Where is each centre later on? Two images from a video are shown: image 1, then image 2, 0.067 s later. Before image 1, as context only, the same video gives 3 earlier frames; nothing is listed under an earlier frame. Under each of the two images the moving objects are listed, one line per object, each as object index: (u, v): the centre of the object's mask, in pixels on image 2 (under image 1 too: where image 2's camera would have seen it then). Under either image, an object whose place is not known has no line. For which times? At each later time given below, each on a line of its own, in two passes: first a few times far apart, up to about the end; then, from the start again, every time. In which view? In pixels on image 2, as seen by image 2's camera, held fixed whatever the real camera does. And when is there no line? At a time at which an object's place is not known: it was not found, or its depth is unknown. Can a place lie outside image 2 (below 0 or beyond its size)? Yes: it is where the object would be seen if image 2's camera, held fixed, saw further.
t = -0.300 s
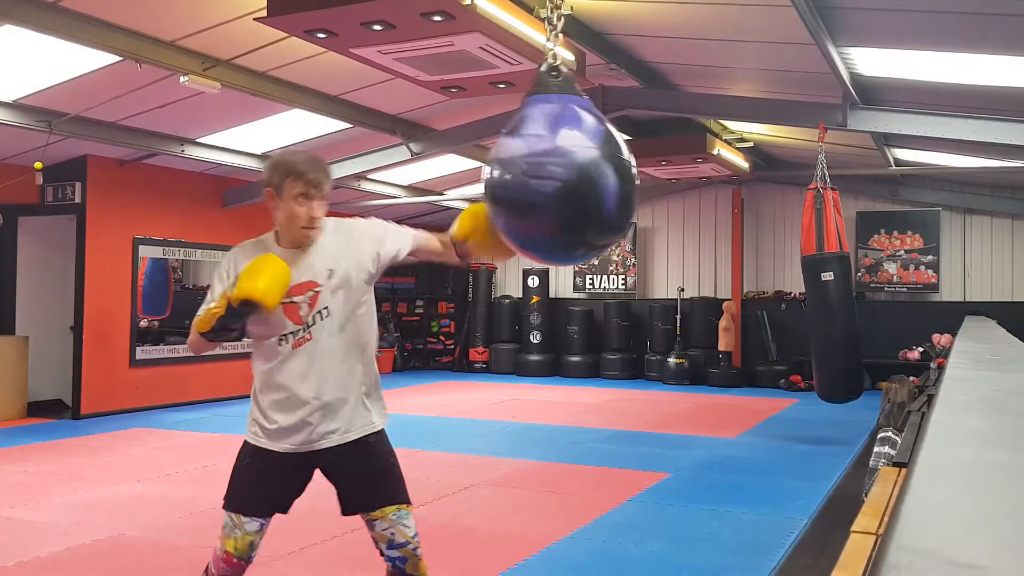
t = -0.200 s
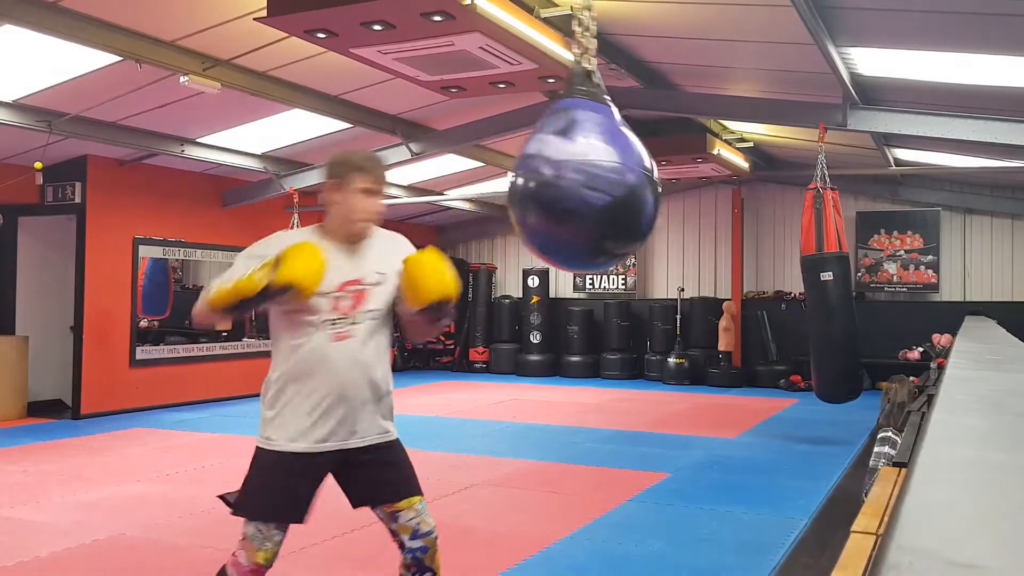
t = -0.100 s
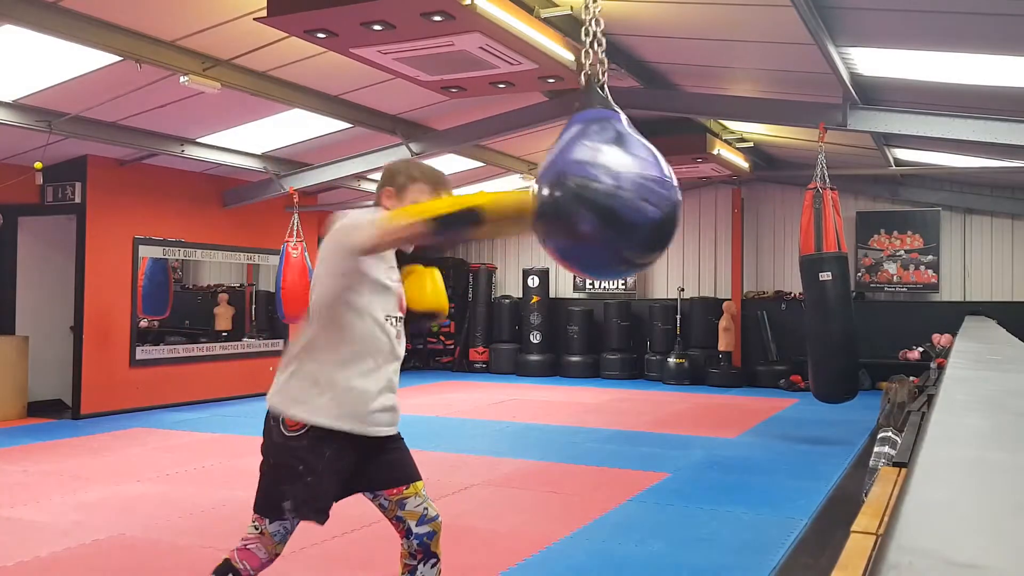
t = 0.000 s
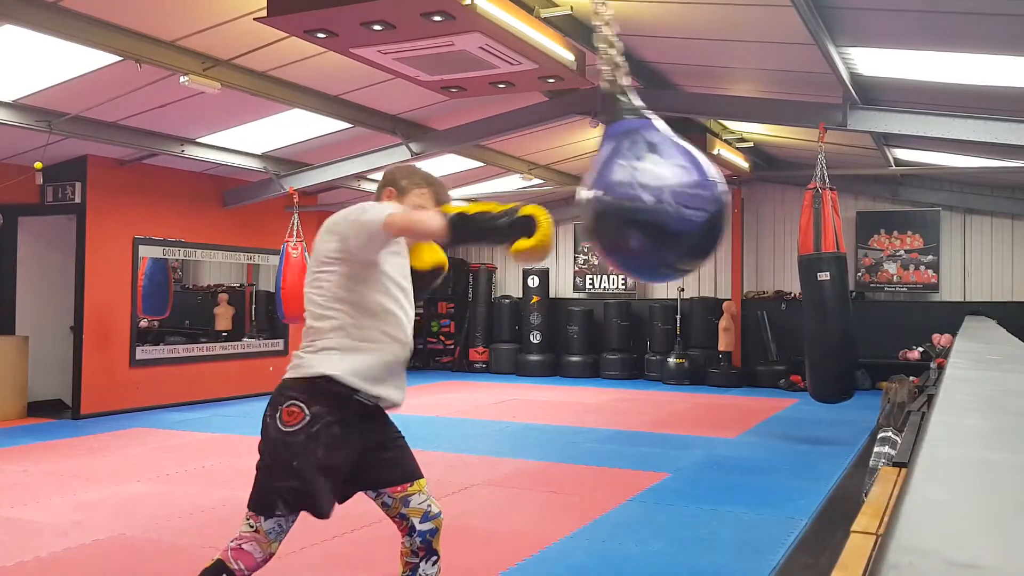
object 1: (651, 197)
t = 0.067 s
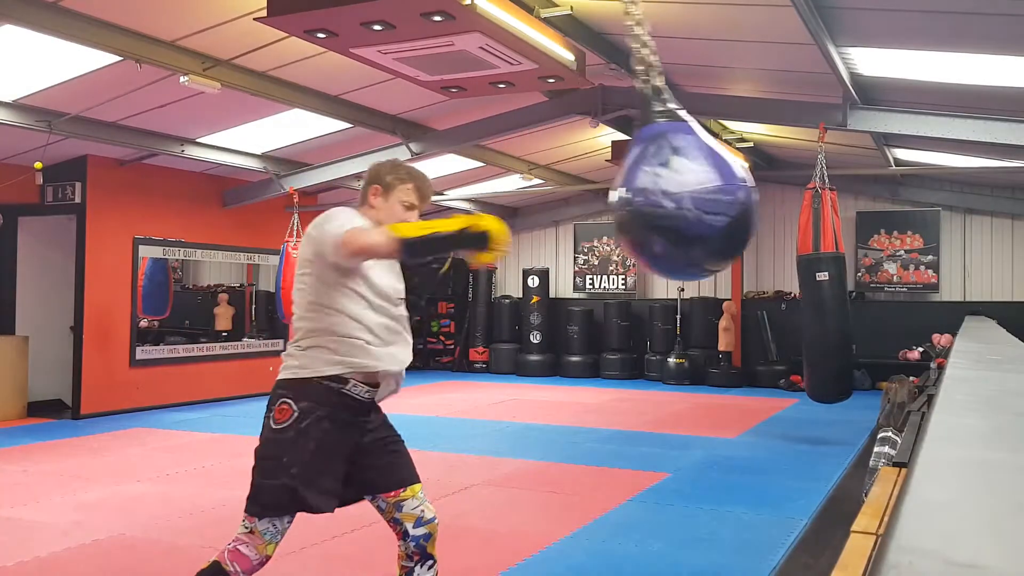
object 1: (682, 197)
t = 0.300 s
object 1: (732, 185)
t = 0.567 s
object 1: (701, 186)
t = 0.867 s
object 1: (593, 205)
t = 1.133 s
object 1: (478, 206)
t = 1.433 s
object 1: (404, 167)
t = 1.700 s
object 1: (448, 156)
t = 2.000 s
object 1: (594, 191)
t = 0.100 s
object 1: (694, 194)
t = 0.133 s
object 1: (704, 192)
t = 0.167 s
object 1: (713, 191)
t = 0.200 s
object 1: (719, 188)
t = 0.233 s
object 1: (725, 187)
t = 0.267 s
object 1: (729, 185)
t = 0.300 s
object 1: (732, 185)
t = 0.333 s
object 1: (733, 183)
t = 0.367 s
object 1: (732, 182)
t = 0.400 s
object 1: (730, 182)
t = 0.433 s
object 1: (727, 182)
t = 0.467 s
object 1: (722, 182)
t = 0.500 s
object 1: (716, 183)
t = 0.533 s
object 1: (709, 185)
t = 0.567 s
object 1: (701, 186)
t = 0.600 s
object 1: (691, 187)
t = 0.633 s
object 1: (681, 189)
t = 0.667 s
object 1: (671, 191)
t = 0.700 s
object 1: (659, 193)
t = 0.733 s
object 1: (647, 195)
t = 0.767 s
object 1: (634, 197)
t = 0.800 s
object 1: (621, 200)
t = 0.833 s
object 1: (607, 203)
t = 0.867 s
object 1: (593, 205)
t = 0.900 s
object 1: (578, 207)
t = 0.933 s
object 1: (563, 209)
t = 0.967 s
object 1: (548, 210)
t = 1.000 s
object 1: (534, 210)
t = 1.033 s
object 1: (519, 210)
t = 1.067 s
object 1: (505, 209)
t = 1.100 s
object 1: (491, 207)
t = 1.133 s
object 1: (478, 206)
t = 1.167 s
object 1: (466, 202)
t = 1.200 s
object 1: (454, 198)
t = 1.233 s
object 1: (443, 194)
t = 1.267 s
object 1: (433, 190)
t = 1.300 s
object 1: (425, 185)
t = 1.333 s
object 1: (417, 181)
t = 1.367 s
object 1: (411, 176)
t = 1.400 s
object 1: (407, 171)
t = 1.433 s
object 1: (404, 167)
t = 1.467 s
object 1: (403, 164)
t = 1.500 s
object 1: (404, 160)
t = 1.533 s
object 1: (407, 157)
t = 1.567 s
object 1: (412, 155)
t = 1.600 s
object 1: (418, 154)
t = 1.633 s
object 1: (426, 154)
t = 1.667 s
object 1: (436, 155)
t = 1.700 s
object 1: (448, 156)
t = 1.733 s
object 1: (460, 158)
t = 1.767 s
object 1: (475, 161)
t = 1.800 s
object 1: (490, 165)
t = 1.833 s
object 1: (507, 170)
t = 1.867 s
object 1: (524, 174)
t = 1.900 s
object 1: (541, 177)
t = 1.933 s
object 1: (559, 182)
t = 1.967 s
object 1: (577, 187)
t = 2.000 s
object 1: (594, 191)
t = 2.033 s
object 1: (610, 193)
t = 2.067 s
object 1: (625, 196)
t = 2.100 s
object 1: (640, 199)
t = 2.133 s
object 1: (653, 199)
